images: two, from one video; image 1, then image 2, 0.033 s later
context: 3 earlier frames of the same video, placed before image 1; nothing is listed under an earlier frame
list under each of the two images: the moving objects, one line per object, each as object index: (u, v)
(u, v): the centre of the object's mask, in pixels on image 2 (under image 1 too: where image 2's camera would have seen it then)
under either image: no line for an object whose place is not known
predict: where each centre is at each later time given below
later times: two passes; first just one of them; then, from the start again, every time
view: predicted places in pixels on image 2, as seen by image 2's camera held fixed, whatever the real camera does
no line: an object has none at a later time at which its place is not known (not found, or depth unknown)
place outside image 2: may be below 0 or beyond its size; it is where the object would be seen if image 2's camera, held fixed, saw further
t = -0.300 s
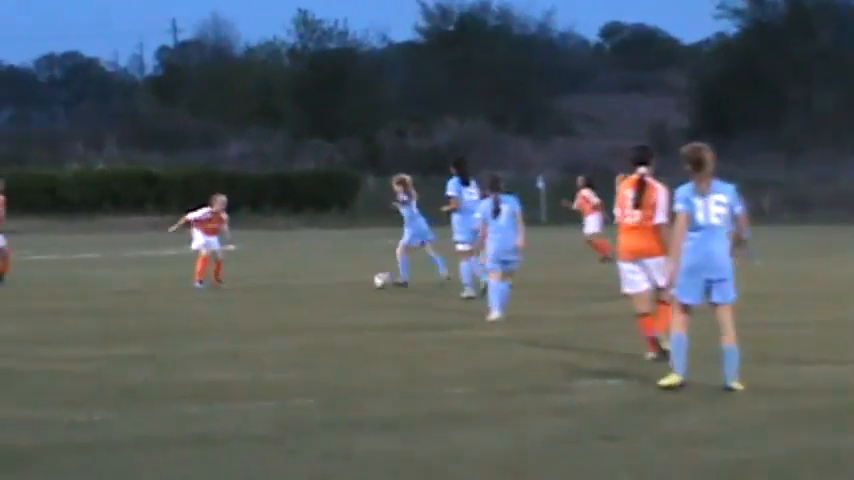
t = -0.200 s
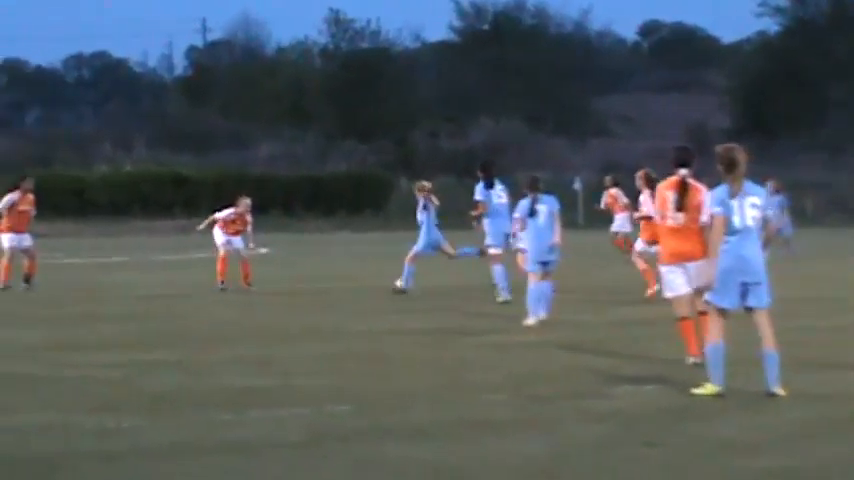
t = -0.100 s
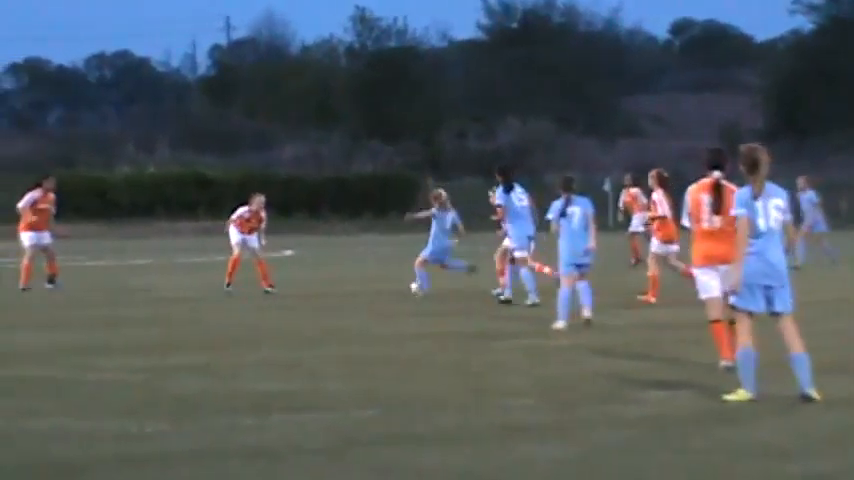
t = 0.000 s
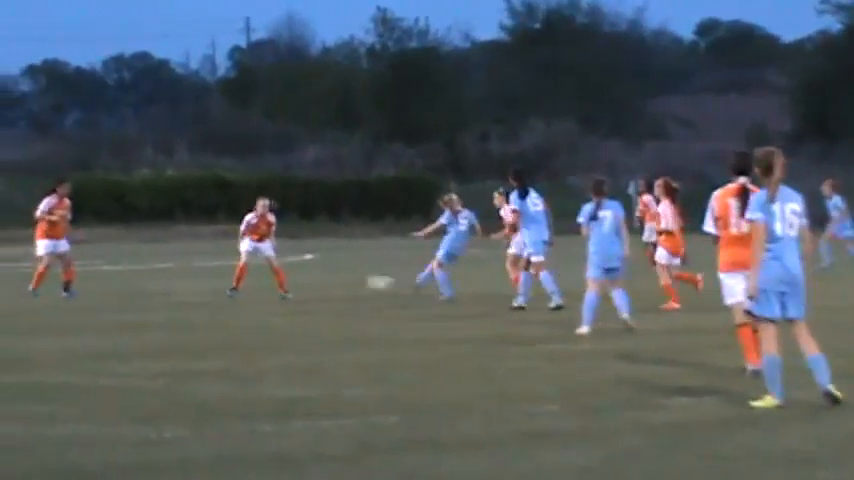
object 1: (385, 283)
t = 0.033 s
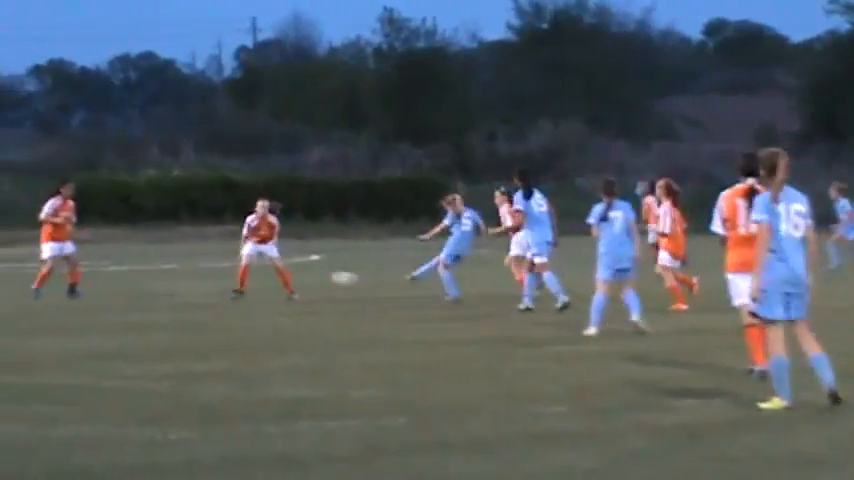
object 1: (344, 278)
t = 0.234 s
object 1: (85, 266)
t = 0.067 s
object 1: (301, 273)
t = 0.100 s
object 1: (257, 269)
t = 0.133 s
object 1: (214, 268)
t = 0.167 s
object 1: (172, 267)
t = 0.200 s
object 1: (129, 266)
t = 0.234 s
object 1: (85, 266)
